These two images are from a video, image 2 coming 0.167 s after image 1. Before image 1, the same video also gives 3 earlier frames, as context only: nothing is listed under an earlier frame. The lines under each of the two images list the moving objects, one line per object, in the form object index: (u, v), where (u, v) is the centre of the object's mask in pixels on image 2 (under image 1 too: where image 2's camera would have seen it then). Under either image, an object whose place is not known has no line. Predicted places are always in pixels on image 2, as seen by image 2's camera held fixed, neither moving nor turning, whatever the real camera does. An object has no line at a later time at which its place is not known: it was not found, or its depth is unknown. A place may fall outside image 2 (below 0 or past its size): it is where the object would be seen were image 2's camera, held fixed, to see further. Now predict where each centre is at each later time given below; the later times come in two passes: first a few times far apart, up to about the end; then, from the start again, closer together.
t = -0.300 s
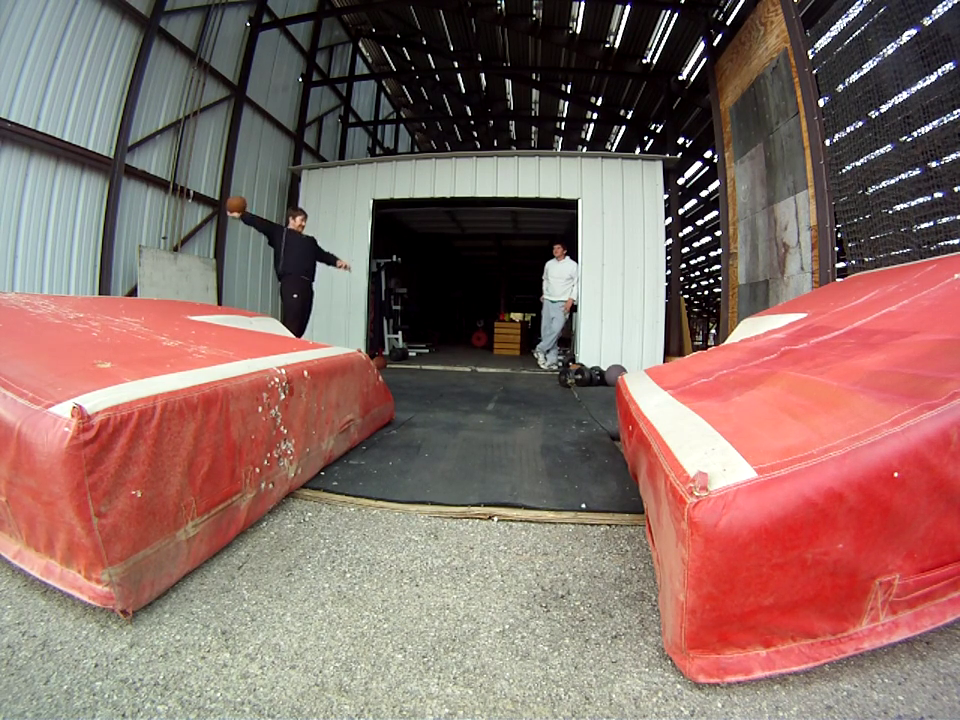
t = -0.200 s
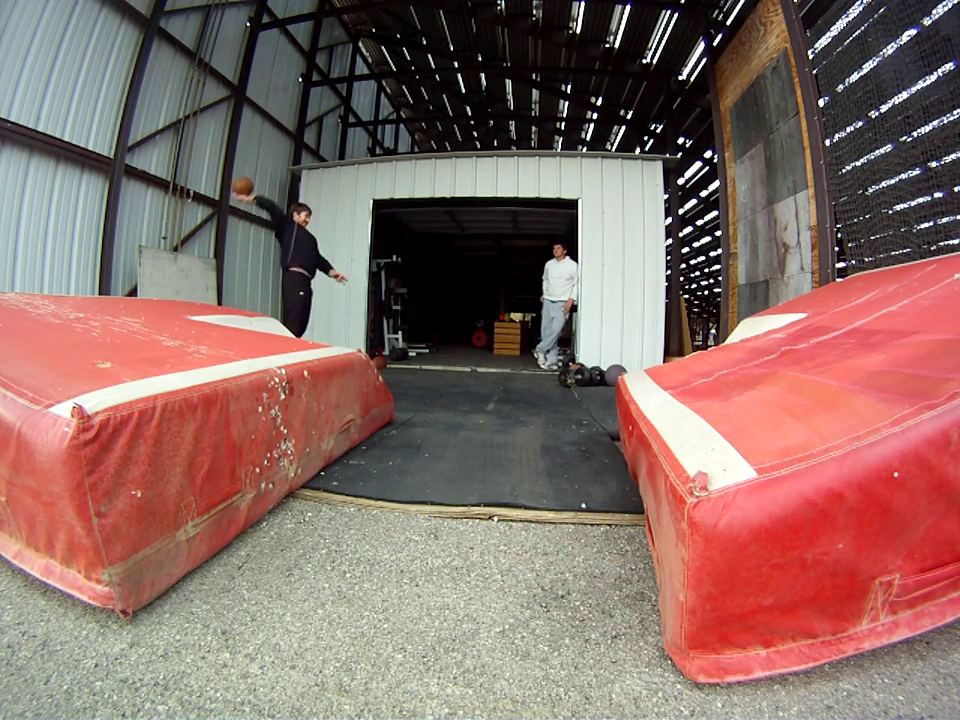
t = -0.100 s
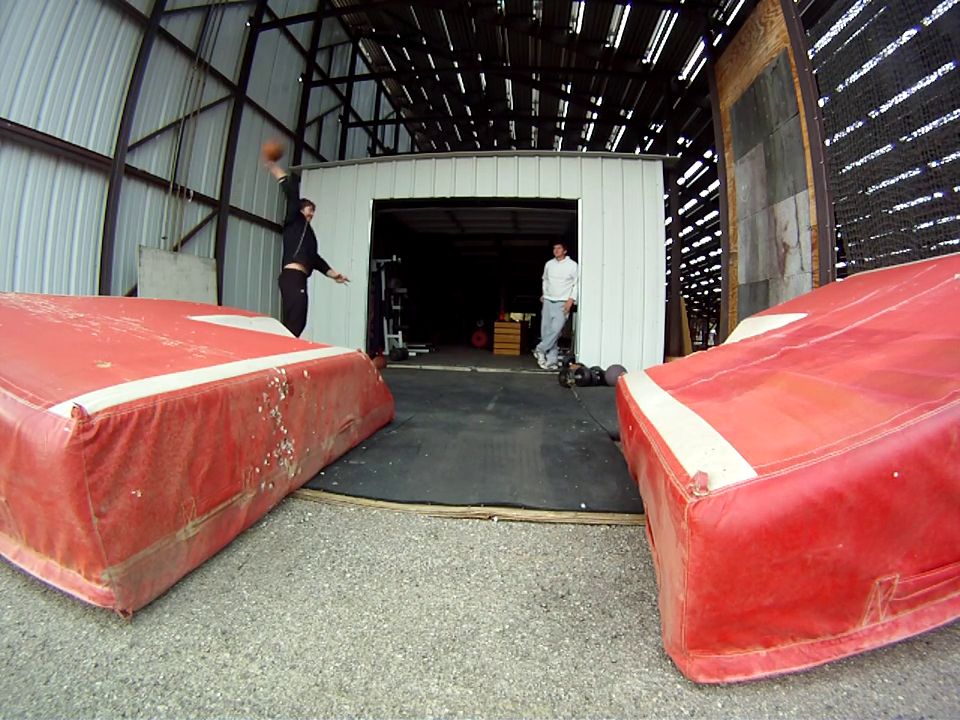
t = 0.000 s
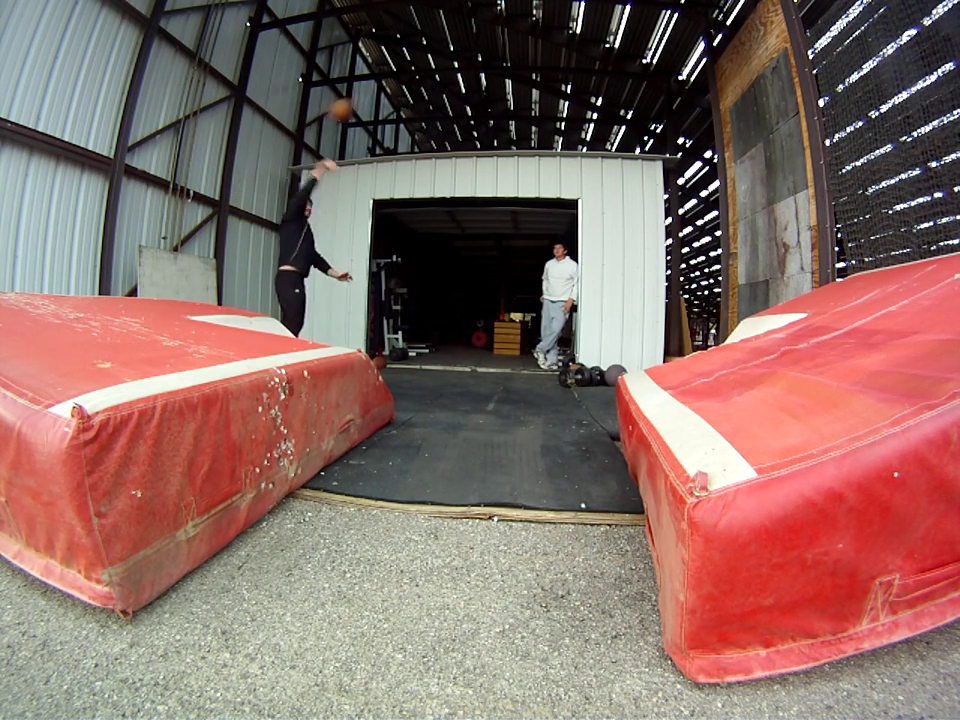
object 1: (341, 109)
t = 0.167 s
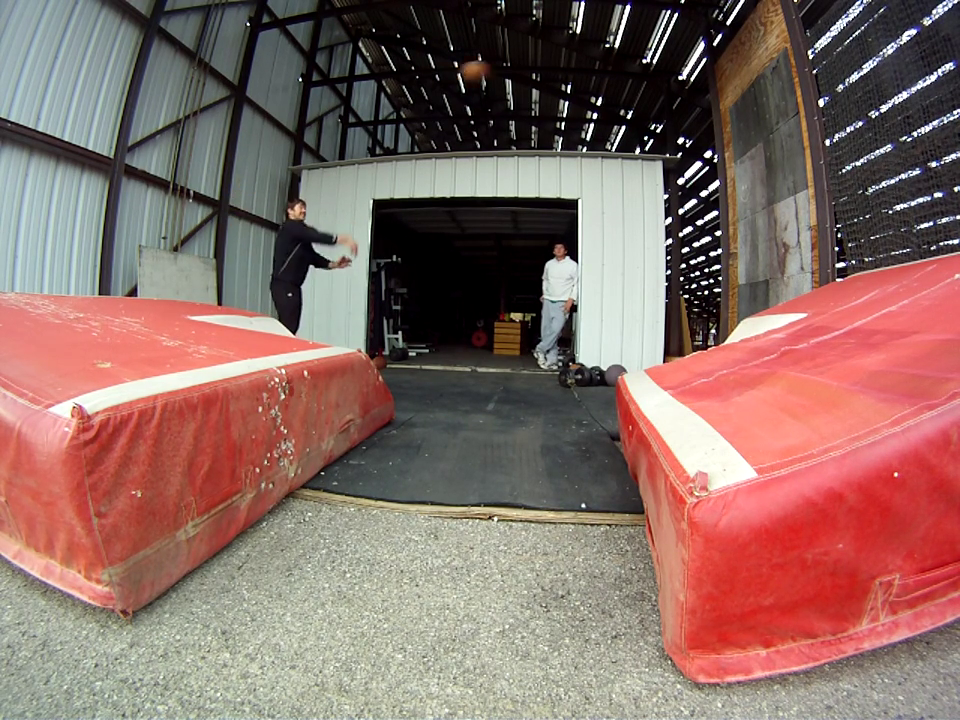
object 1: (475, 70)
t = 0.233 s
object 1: (529, 67)
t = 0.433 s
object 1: (689, 91)
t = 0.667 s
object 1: (738, 150)
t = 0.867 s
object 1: (671, 224)
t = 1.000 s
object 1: (615, 312)
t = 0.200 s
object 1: (502, 68)
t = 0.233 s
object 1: (529, 67)
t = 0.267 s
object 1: (557, 67)
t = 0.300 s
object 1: (583, 68)
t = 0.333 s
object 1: (611, 72)
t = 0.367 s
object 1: (638, 77)
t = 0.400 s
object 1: (664, 84)
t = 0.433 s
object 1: (689, 91)
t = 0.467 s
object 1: (711, 100)
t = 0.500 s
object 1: (741, 113)
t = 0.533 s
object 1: (763, 125)
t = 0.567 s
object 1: (767, 133)
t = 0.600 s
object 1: (756, 137)
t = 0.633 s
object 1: (748, 143)
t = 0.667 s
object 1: (738, 150)
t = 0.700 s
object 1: (727, 159)
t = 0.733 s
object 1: (715, 169)
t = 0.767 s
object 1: (704, 180)
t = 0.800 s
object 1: (693, 193)
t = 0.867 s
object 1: (671, 224)
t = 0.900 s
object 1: (656, 245)
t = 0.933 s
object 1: (643, 265)
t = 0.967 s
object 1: (629, 288)
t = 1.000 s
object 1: (615, 312)
